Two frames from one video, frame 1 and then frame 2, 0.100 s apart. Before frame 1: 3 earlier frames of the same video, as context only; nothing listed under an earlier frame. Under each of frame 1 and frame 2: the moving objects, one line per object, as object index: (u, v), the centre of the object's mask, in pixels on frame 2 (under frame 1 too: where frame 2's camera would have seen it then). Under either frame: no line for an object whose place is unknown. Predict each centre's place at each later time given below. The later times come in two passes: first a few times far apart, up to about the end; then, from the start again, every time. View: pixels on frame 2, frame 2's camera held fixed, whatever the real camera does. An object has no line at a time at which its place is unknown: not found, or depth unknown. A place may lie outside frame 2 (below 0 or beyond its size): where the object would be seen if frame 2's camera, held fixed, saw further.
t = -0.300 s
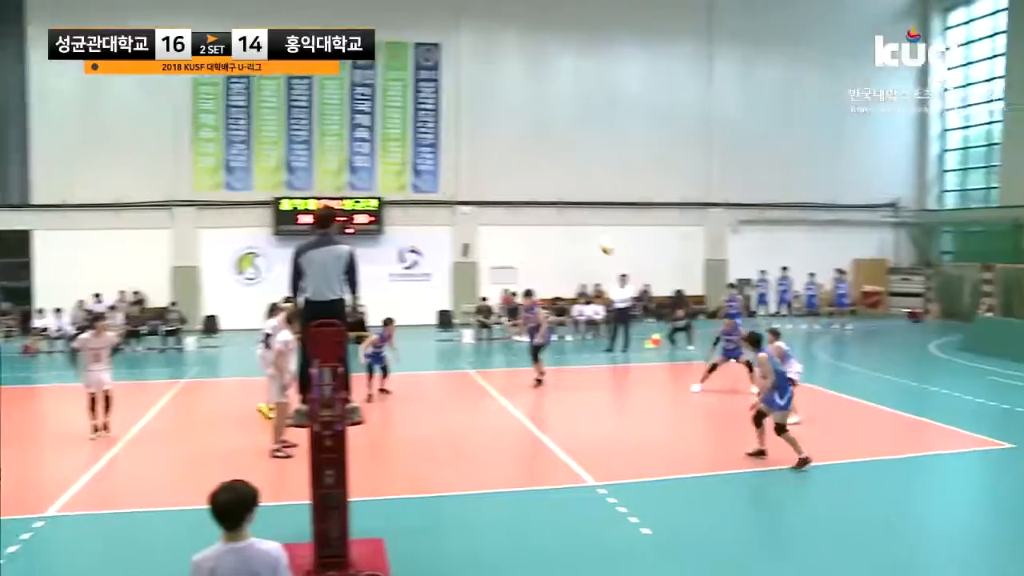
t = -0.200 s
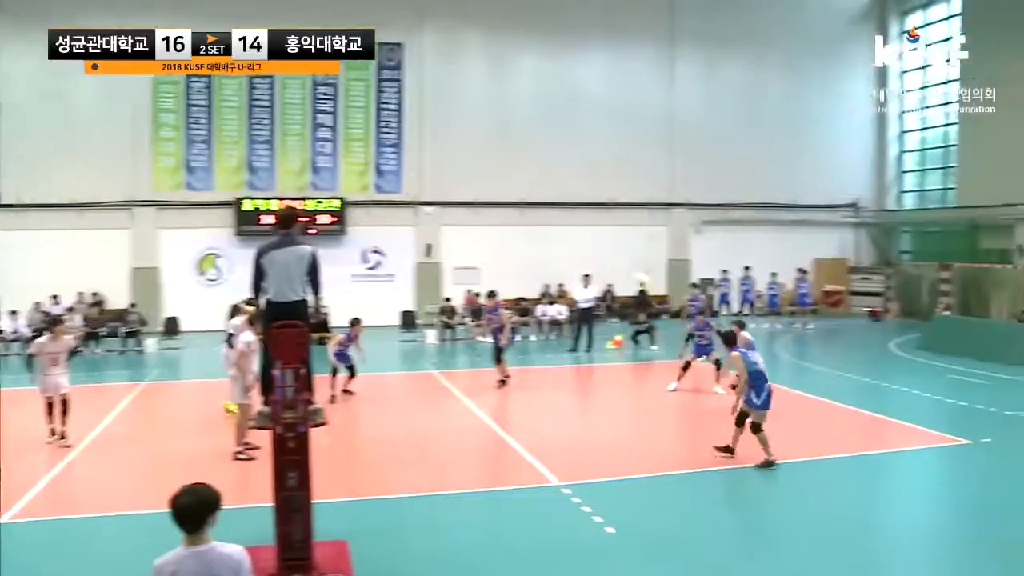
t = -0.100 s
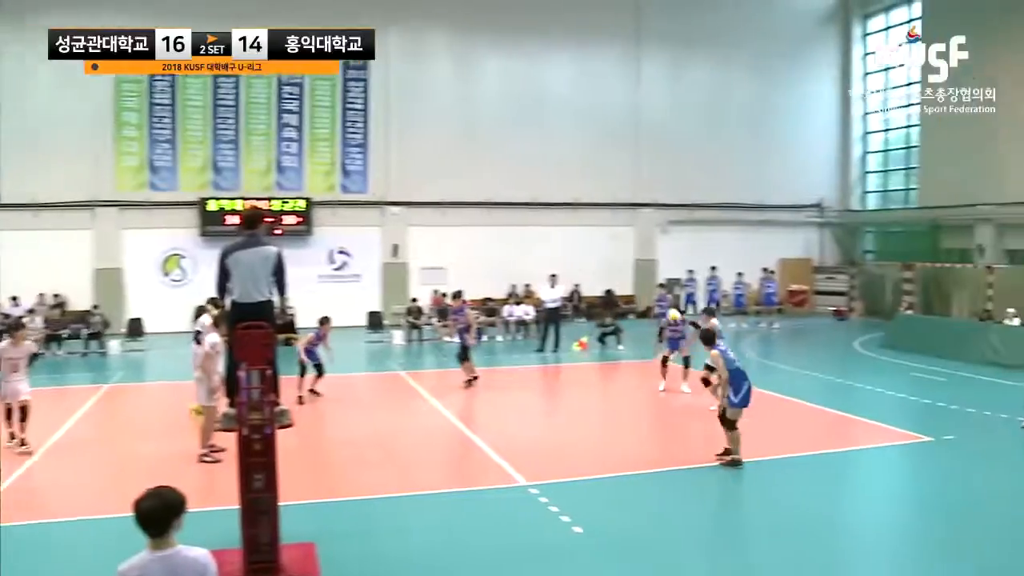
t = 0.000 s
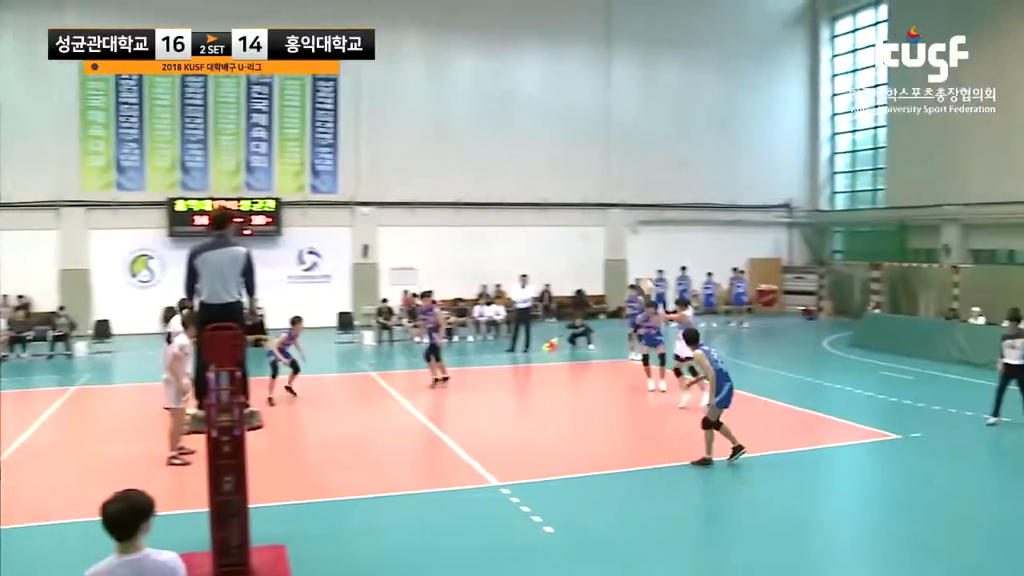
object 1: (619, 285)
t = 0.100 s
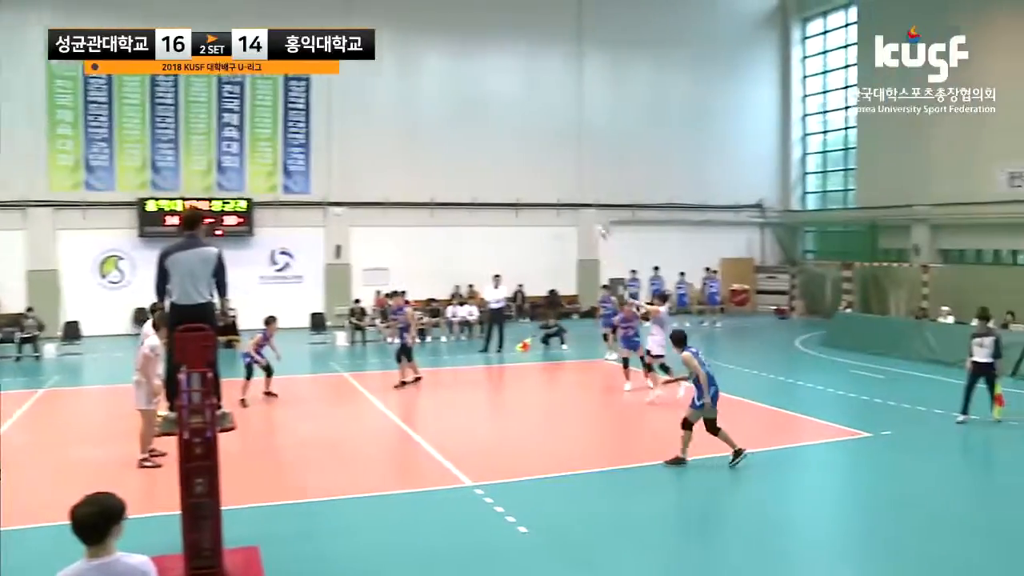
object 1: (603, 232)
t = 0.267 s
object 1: (565, 161)
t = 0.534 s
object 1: (508, 83)
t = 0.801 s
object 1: (452, 47)
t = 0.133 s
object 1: (595, 214)
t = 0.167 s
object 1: (587, 201)
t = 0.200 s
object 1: (580, 187)
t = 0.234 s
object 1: (572, 174)
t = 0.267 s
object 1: (565, 161)
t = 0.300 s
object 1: (559, 150)
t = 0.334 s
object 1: (552, 138)
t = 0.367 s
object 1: (544, 130)
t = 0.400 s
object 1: (536, 117)
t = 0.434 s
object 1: (531, 107)
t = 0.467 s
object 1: (523, 99)
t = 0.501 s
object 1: (516, 91)
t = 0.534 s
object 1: (508, 83)
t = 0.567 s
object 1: (501, 76)
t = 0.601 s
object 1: (494, 71)
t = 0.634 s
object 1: (486, 66)
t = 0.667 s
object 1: (479, 61)
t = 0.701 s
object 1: (472, 57)
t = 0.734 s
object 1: (465, 54)
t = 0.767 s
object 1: (458, 48)
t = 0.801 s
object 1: (452, 47)
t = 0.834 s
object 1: (445, 47)
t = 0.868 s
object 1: (438, 47)
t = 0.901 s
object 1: (430, 47)
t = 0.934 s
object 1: (423, 48)
